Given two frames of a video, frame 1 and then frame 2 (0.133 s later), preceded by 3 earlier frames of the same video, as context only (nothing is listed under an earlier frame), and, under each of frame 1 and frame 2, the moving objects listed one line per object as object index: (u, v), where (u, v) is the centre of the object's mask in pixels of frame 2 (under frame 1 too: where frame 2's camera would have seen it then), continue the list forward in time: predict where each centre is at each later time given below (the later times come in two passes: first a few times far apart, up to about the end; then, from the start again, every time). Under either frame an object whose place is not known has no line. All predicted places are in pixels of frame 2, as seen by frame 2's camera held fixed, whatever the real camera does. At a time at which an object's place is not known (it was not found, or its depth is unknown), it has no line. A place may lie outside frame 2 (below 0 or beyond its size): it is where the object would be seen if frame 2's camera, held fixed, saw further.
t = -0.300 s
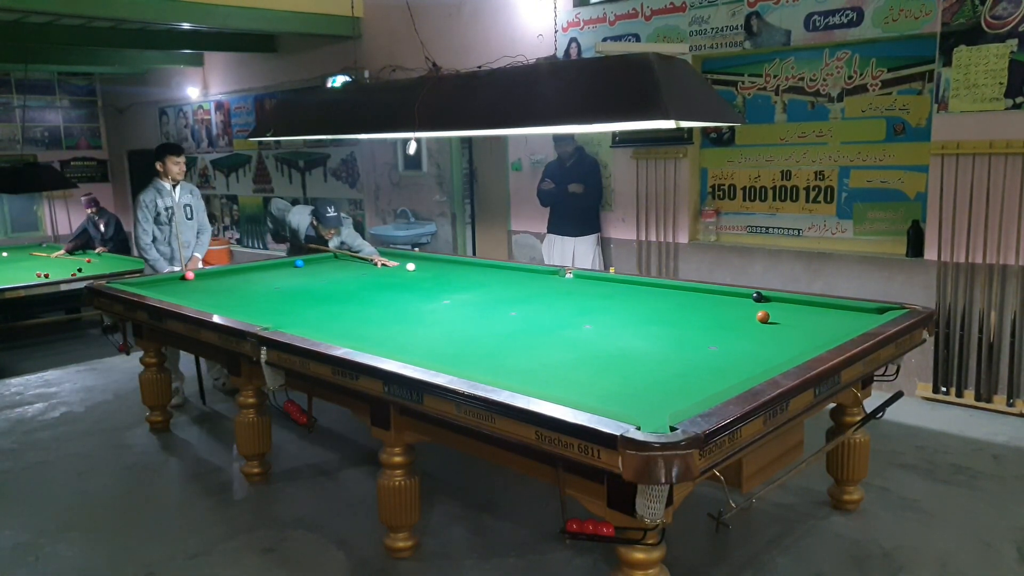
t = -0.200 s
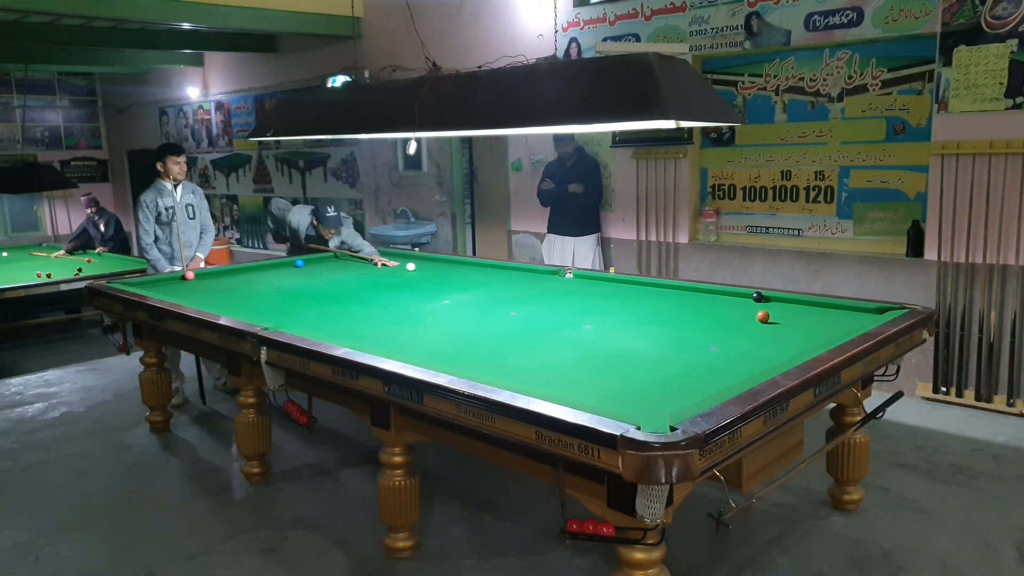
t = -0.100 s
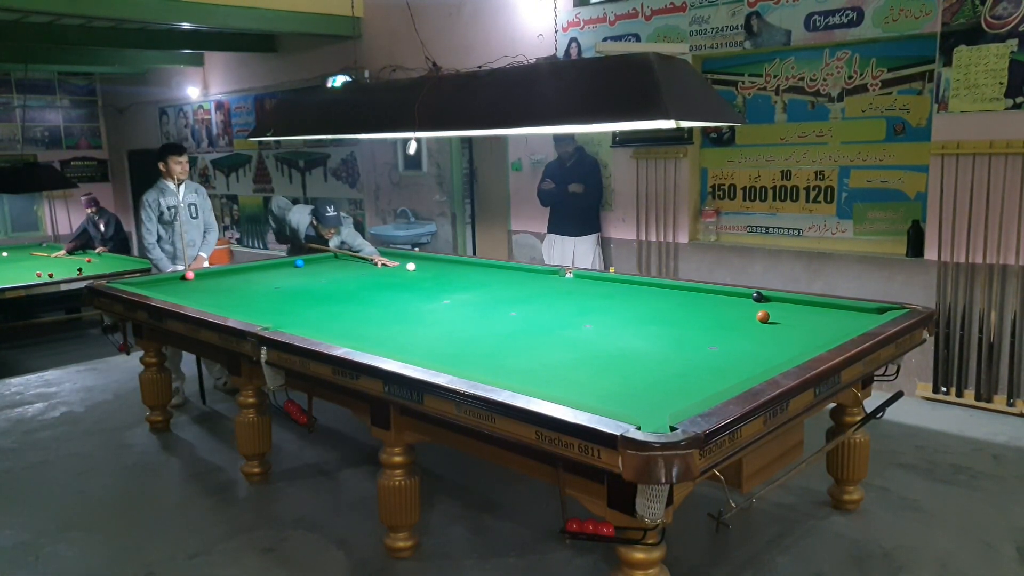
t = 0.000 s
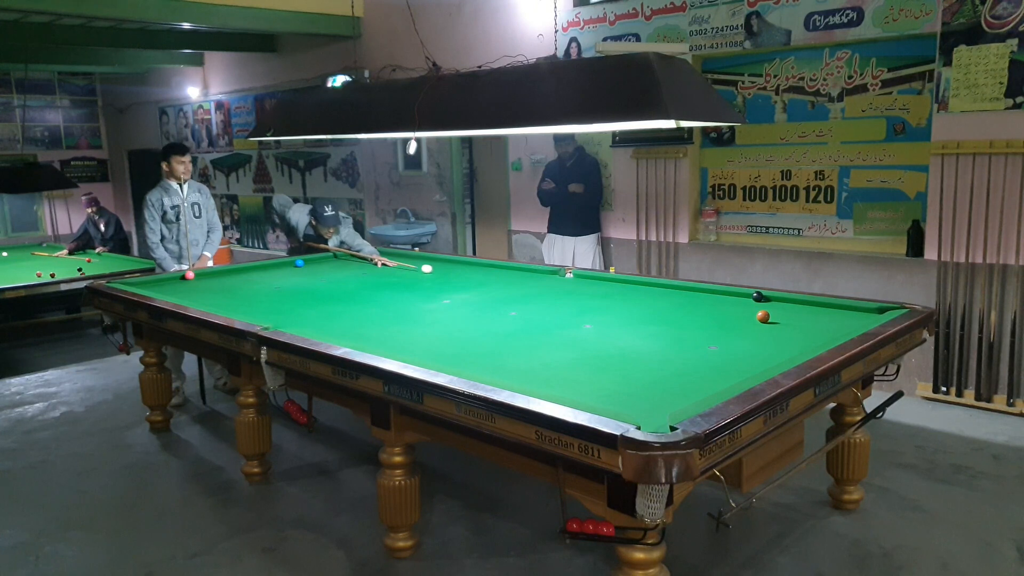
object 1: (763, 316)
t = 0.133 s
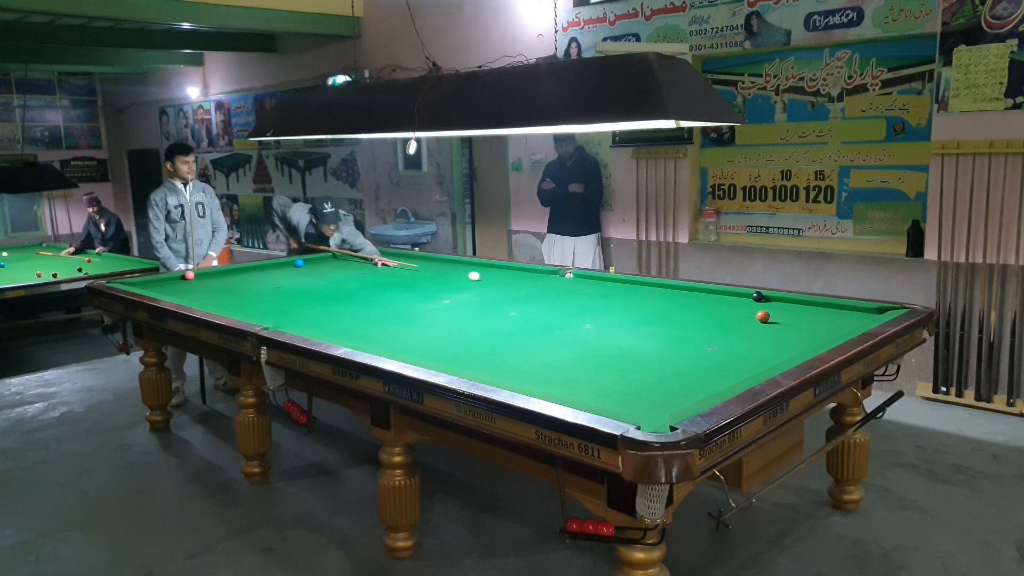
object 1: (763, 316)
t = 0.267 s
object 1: (763, 316)
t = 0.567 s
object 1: (763, 316)
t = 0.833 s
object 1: (774, 314)
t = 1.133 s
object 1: (795, 311)
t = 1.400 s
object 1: (811, 308)
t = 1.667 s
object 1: (826, 306)
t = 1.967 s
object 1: (832, 306)
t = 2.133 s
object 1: (831, 308)
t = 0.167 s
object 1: (763, 316)
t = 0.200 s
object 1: (763, 316)
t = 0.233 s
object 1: (763, 316)
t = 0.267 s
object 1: (763, 316)
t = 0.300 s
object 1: (763, 316)
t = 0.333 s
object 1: (763, 316)
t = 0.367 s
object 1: (763, 316)
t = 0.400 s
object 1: (763, 316)
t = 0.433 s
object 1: (763, 316)
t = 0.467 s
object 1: (763, 316)
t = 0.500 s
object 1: (763, 316)
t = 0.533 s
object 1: (763, 316)
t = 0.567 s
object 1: (763, 316)
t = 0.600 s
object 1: (763, 316)
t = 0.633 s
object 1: (763, 316)
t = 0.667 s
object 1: (763, 316)
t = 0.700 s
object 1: (766, 315)
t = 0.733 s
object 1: (766, 315)
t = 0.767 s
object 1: (769, 315)
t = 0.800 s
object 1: (772, 315)
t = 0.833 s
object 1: (774, 314)
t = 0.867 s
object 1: (777, 314)
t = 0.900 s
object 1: (779, 313)
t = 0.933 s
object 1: (781, 313)
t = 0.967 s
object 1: (784, 313)
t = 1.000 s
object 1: (786, 312)
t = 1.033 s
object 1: (788, 312)
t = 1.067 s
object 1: (790, 312)
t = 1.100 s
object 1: (793, 311)
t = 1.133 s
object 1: (795, 311)
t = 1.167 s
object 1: (797, 311)
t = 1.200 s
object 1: (799, 310)
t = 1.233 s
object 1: (801, 310)
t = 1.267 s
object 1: (803, 309)
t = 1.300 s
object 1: (805, 309)
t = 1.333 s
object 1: (807, 309)
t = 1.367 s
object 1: (809, 309)
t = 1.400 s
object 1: (811, 308)
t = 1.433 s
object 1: (813, 308)
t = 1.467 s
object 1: (815, 308)
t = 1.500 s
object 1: (817, 307)
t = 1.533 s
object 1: (819, 307)
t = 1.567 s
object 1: (820, 307)
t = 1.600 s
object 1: (822, 306)
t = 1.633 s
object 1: (824, 306)
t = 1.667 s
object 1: (826, 306)
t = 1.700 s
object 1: (828, 306)
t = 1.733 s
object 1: (829, 305)
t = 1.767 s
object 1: (831, 305)
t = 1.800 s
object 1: (833, 305)
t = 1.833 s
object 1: (833, 305)
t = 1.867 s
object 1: (832, 305)
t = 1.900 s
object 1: (832, 306)
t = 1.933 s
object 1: (832, 306)
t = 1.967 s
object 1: (832, 306)
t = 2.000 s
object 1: (832, 306)
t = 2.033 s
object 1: (831, 307)
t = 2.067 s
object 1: (831, 307)
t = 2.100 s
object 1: (831, 307)
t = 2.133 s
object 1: (831, 308)
